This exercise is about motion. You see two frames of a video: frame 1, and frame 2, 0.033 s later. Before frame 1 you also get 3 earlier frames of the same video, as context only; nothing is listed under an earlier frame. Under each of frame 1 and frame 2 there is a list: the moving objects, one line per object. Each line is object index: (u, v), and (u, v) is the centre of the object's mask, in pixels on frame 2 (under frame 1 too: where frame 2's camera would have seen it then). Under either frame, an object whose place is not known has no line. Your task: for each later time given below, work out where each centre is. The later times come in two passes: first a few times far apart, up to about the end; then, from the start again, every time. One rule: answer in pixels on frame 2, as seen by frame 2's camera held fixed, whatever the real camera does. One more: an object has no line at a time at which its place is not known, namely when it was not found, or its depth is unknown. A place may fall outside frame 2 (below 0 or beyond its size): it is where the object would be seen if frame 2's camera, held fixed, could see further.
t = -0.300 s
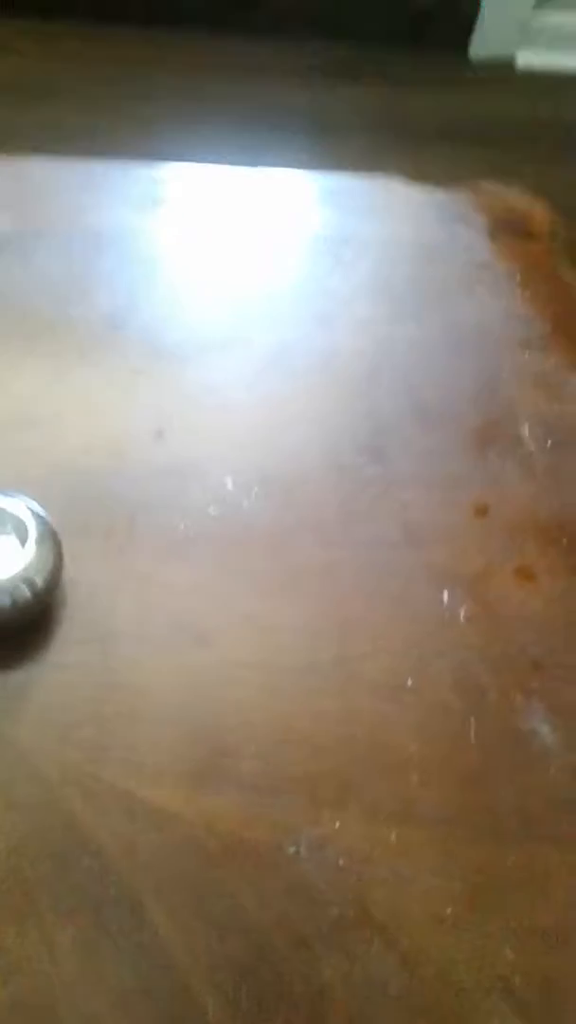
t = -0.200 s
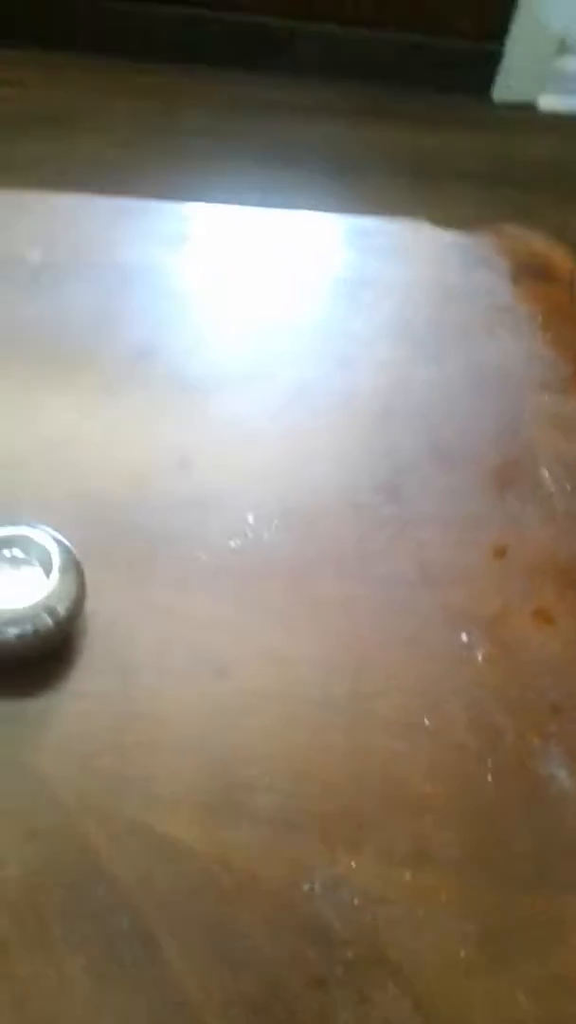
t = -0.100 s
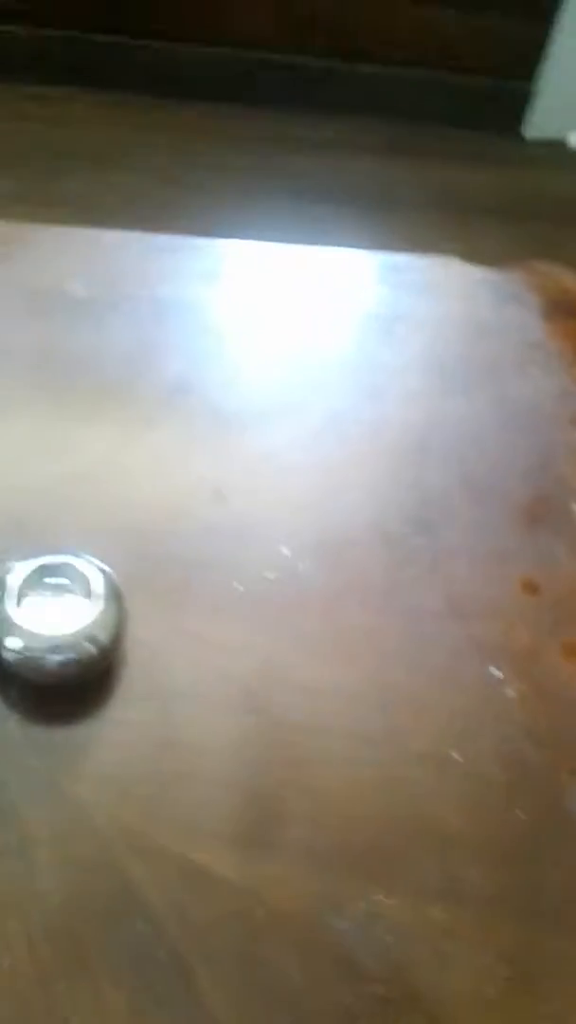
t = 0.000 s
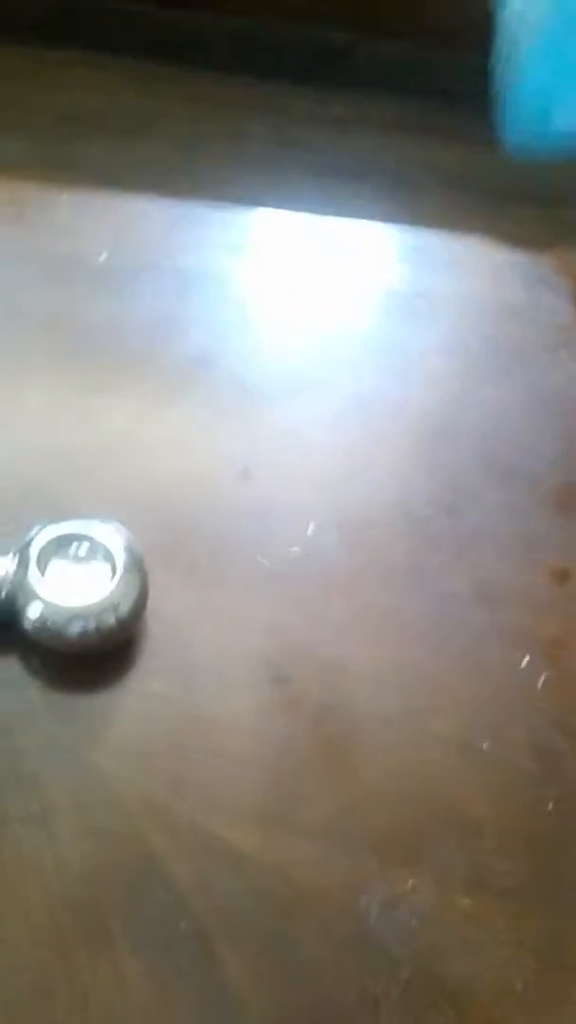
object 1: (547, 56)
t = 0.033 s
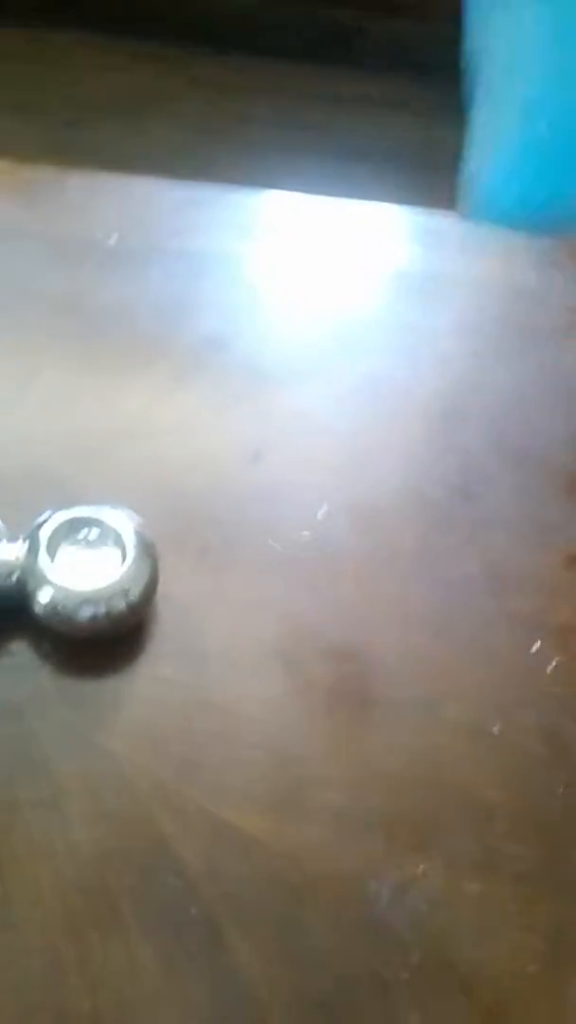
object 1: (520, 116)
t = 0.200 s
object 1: (461, 384)
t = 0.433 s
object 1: (492, 456)
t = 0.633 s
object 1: (500, 506)
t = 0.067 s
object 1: (499, 180)
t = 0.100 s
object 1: (475, 245)
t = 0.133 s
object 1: (443, 356)
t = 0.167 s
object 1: (450, 372)
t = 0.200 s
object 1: (461, 384)
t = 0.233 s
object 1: (469, 389)
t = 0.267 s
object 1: (473, 402)
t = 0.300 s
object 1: (477, 415)
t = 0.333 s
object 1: (484, 428)
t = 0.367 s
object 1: (490, 435)
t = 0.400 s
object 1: (492, 444)
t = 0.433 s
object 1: (492, 456)
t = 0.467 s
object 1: (494, 471)
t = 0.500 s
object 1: (497, 493)
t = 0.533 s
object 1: (502, 516)
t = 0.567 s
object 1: (500, 511)
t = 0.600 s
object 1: (498, 507)
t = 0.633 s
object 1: (500, 506)
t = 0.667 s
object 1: (499, 509)
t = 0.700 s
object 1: (497, 508)
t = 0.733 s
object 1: (495, 503)
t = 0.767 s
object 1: (493, 494)
